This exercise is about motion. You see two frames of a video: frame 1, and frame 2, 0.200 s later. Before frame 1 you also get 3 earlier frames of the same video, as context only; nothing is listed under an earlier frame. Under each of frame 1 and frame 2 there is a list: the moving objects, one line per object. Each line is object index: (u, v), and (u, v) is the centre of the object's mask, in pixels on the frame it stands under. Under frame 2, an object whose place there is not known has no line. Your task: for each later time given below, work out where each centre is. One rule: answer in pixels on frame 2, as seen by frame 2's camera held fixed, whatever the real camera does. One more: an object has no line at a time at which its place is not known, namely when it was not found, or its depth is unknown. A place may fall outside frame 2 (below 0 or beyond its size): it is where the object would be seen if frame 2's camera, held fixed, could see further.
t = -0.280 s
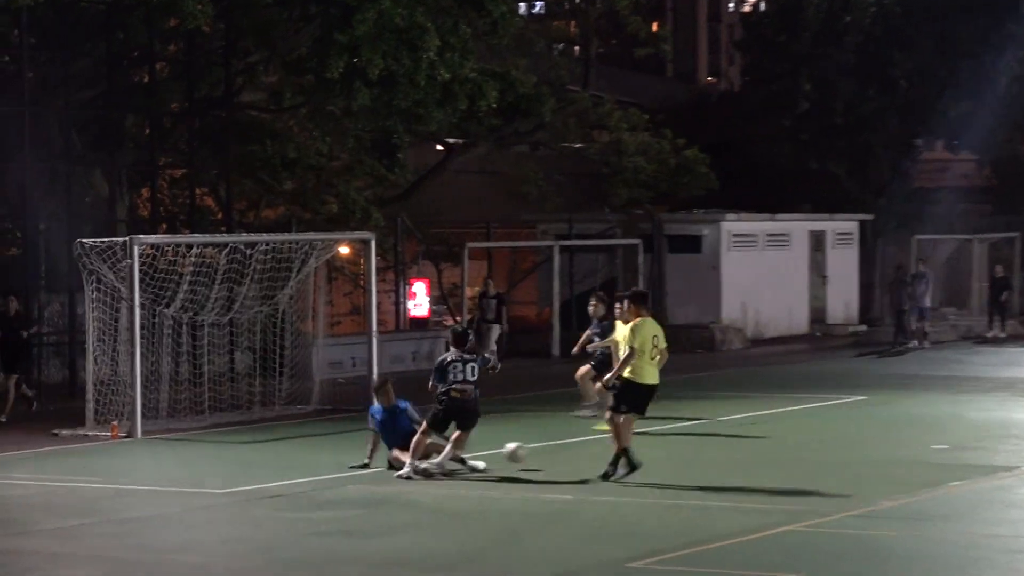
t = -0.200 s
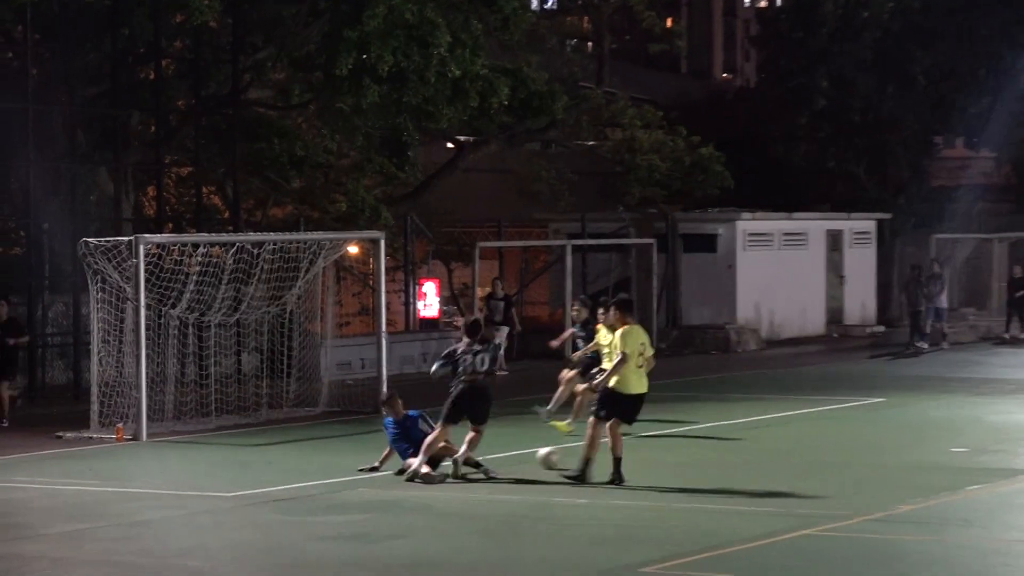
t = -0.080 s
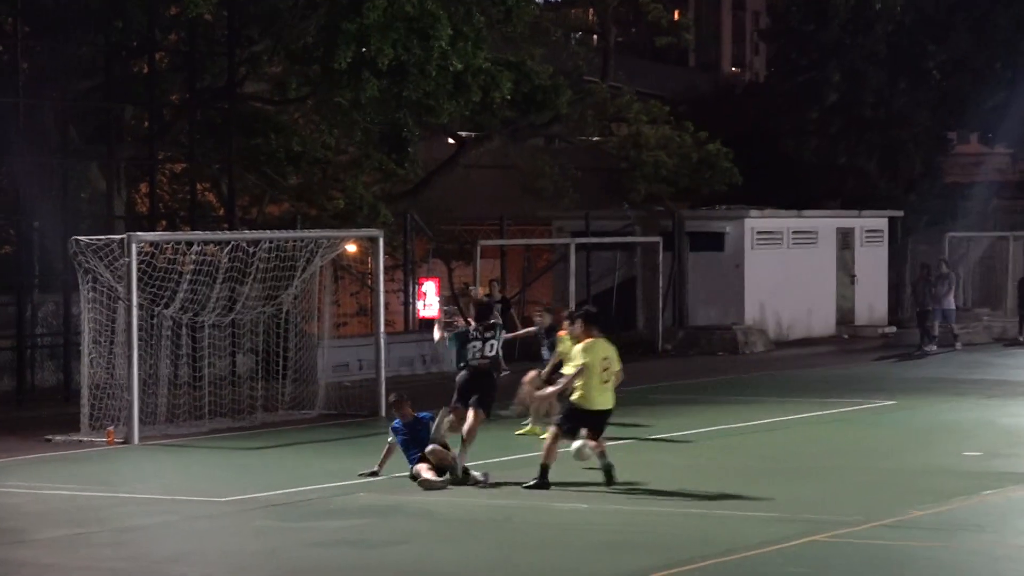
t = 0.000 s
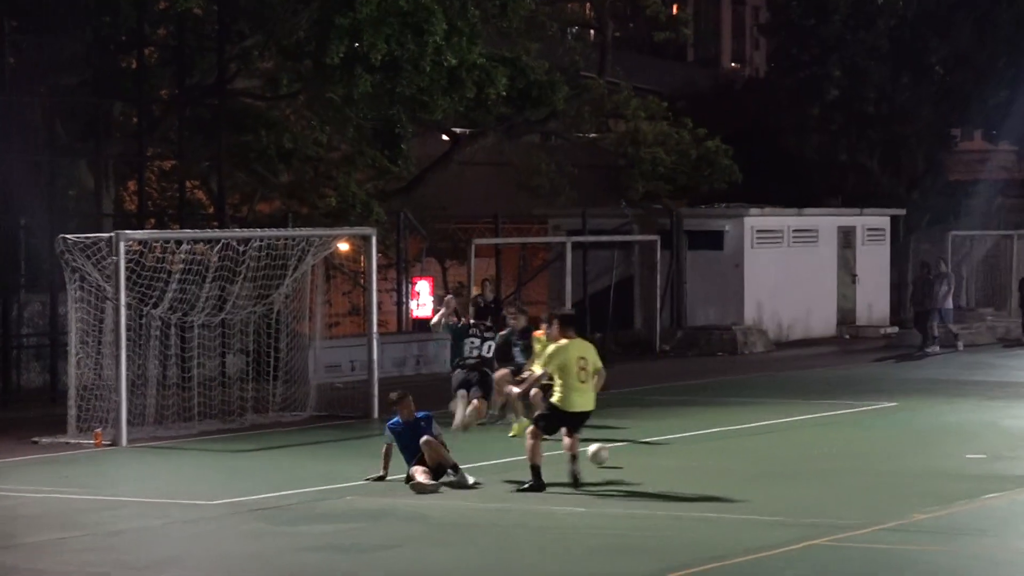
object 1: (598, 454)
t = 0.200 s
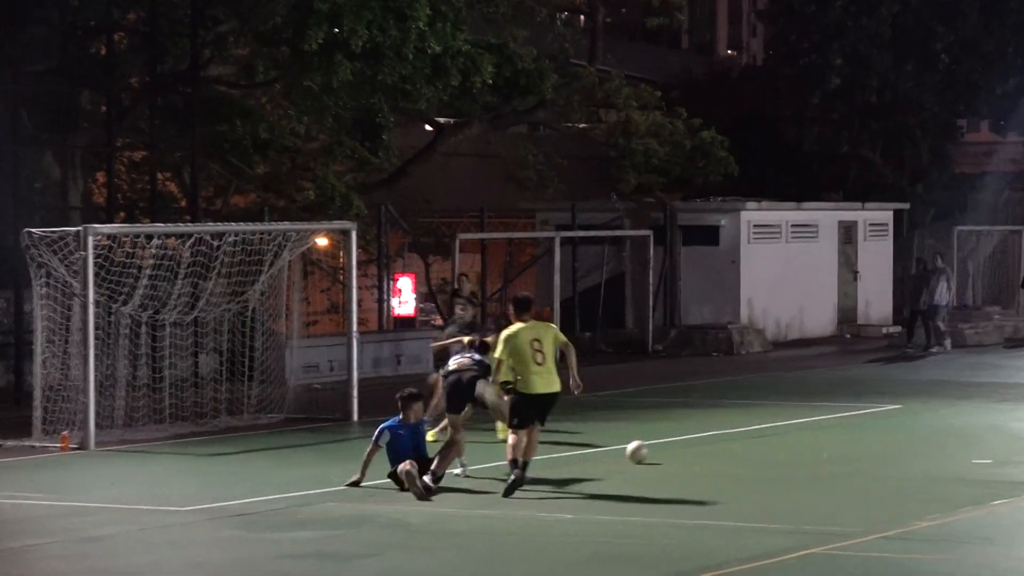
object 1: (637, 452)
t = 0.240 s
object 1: (647, 447)
